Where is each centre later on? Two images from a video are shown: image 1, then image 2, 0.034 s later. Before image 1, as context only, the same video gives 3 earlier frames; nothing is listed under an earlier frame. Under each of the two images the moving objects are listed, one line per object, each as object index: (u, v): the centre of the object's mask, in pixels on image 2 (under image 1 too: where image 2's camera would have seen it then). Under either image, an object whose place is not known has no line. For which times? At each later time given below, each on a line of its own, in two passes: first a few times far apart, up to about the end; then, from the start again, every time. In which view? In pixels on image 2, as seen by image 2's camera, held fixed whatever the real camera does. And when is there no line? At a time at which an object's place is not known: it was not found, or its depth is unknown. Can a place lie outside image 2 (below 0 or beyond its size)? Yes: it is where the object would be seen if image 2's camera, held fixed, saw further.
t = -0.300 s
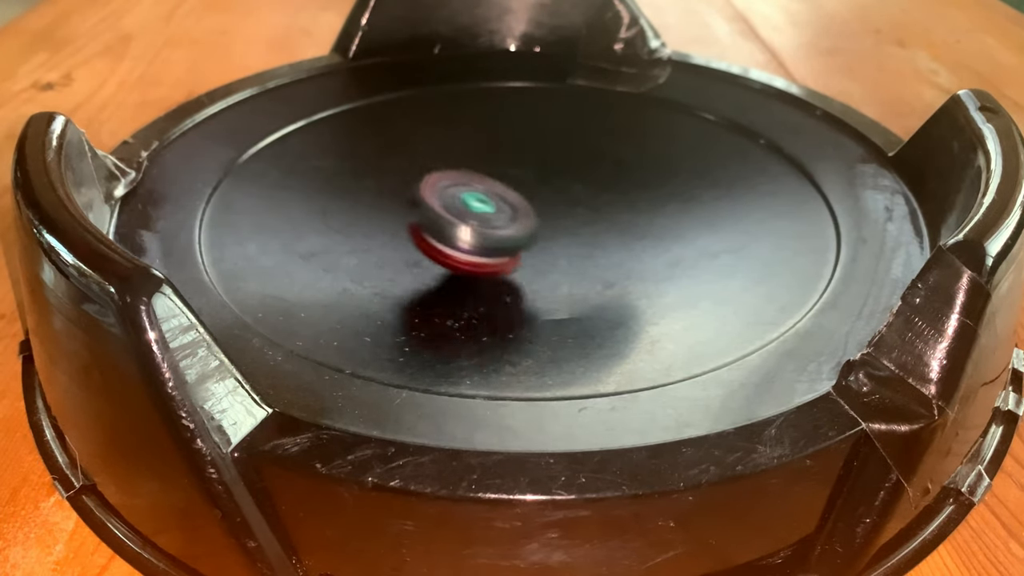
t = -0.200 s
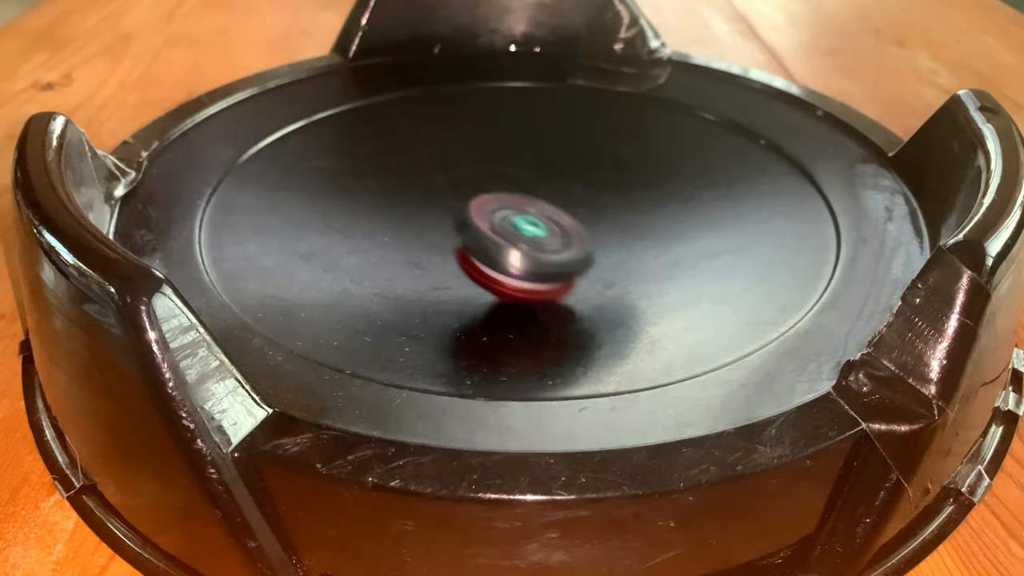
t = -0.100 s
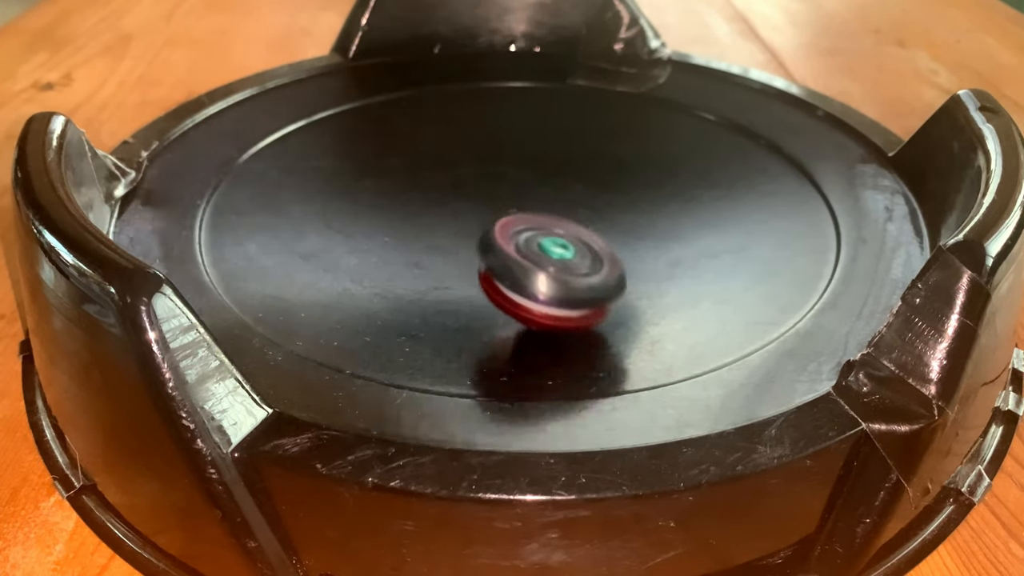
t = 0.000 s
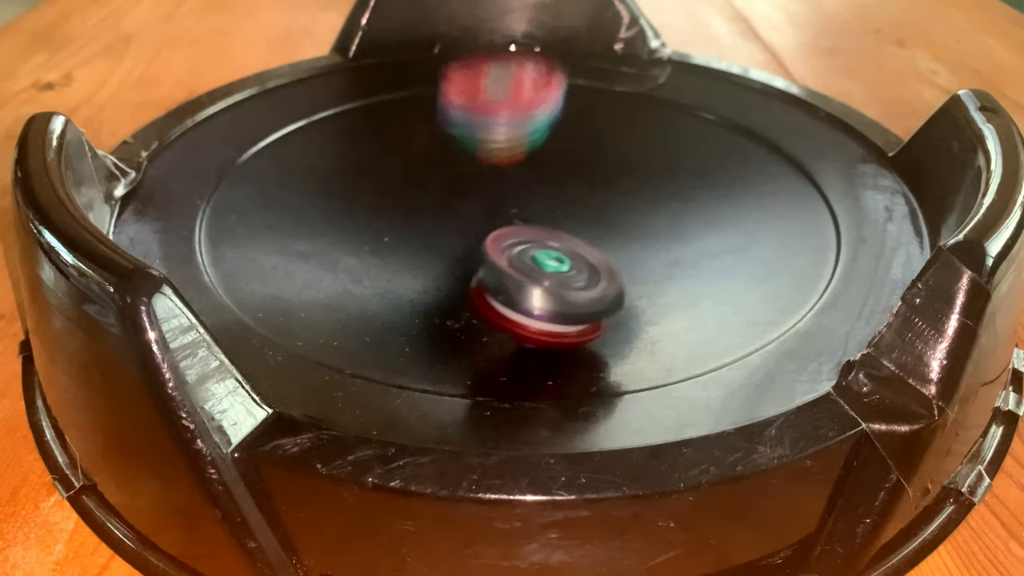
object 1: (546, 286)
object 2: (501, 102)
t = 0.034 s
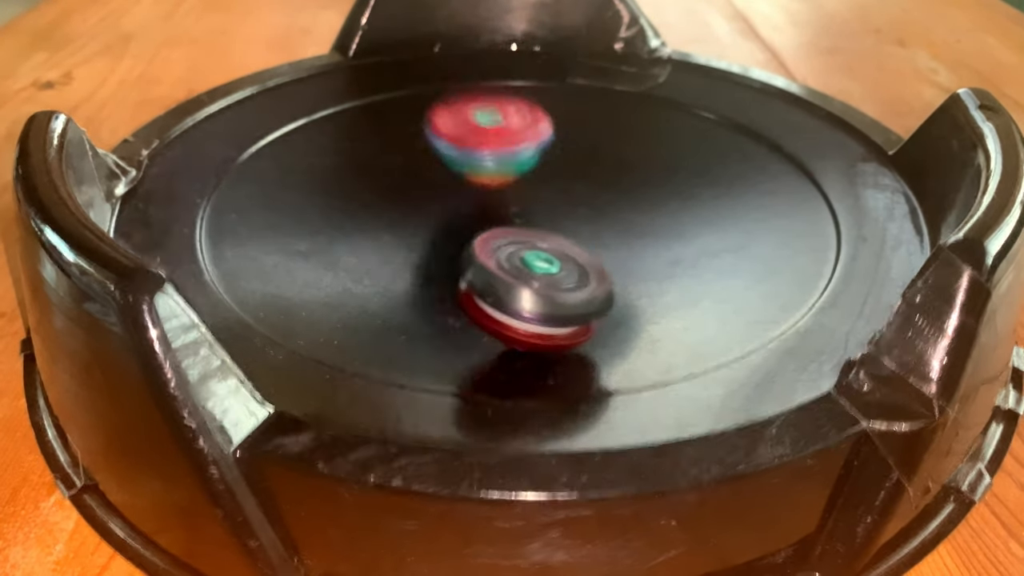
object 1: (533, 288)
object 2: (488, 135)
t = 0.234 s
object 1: (406, 275)
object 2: (399, 194)
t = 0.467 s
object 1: (285, 292)
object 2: (445, 197)
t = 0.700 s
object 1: (392, 246)
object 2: (520, 196)
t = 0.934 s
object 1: (568, 219)
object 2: (539, 107)
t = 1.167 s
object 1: (720, 228)
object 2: (376, 95)
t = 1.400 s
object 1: (671, 287)
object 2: (349, 238)
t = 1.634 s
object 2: (464, 236)
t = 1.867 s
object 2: (542, 120)
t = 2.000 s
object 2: (486, 78)
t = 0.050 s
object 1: (526, 289)
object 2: (481, 124)
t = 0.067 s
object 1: (518, 291)
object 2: (472, 117)
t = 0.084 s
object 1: (510, 290)
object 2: (464, 117)
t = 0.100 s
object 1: (501, 290)
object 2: (455, 122)
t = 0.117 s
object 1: (490, 289)
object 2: (447, 134)
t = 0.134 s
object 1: (480, 288)
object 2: (439, 152)
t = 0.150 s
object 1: (467, 287)
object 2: (432, 173)
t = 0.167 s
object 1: (455, 285)
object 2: (424, 177)
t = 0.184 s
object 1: (443, 283)
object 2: (416, 176)
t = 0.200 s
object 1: (430, 280)
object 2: (409, 181)
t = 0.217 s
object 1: (417, 277)
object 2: (402, 187)
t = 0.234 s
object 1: (406, 275)
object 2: (399, 194)
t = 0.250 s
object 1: (394, 277)
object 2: (397, 193)
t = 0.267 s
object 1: (379, 283)
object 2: (396, 195)
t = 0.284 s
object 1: (366, 289)
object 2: (395, 194)
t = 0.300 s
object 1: (352, 294)
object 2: (395, 195)
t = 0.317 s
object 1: (337, 298)
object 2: (397, 194)
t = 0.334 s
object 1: (326, 293)
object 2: (401, 192)
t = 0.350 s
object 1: (319, 291)
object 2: (405, 192)
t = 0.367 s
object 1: (311, 294)
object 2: (410, 191)
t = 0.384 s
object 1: (302, 296)
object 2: (415, 191)
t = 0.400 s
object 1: (297, 295)
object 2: (421, 192)
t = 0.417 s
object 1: (292, 295)
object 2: (427, 193)
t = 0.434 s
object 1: (288, 294)
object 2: (433, 194)
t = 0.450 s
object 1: (286, 293)
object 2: (439, 196)
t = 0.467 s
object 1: (285, 292)
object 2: (445, 197)
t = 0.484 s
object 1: (284, 291)
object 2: (450, 199)
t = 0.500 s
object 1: (285, 290)
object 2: (455, 200)
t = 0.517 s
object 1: (288, 287)
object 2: (460, 202)
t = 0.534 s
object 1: (292, 285)
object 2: (464, 203)
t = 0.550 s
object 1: (297, 283)
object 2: (469, 205)
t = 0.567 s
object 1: (303, 282)
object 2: (474, 206)
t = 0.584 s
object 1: (312, 279)
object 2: (480, 206)
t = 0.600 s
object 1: (320, 275)
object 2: (486, 206)
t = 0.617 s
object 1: (331, 270)
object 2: (492, 206)
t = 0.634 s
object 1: (342, 265)
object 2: (498, 205)
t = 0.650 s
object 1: (353, 261)
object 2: (504, 204)
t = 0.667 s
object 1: (365, 256)
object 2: (510, 202)
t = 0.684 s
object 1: (378, 251)
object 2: (516, 199)
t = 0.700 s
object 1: (392, 246)
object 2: (520, 196)
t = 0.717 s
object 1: (407, 242)
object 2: (525, 193)
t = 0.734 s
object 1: (424, 238)
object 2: (529, 189)
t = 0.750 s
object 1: (437, 234)
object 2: (533, 184)
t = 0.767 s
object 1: (450, 231)
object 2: (538, 177)
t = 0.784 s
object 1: (458, 229)
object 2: (544, 169)
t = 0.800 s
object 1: (468, 229)
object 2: (549, 162)
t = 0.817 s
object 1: (479, 227)
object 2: (553, 154)
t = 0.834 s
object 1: (491, 225)
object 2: (555, 146)
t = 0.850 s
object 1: (503, 225)
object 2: (555, 138)
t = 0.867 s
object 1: (516, 223)
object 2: (554, 131)
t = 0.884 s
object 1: (529, 222)
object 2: (553, 124)
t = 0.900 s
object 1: (542, 222)
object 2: (549, 118)
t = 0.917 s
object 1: (554, 221)
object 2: (545, 112)
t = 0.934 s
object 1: (568, 219)
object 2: (539, 107)
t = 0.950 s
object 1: (581, 219)
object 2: (532, 103)
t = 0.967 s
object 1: (596, 219)
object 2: (524, 98)
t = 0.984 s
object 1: (611, 218)
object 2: (516, 95)
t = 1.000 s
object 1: (625, 218)
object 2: (506, 92)
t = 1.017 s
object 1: (638, 217)
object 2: (495, 90)
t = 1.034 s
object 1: (649, 218)
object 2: (484, 88)
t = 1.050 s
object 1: (663, 218)
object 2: (472, 87)
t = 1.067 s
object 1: (674, 218)
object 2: (459, 86)
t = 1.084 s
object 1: (683, 219)
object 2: (445, 86)
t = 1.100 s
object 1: (693, 220)
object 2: (431, 86)
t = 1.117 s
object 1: (701, 222)
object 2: (418, 88)
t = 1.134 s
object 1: (709, 223)
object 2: (404, 89)
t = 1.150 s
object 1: (715, 226)
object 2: (390, 92)
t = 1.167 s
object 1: (720, 228)
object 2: (376, 95)
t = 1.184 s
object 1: (725, 231)
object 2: (363, 99)
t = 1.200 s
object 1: (728, 234)
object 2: (350, 104)
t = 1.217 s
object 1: (729, 237)
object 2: (338, 110)
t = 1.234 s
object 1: (730, 242)
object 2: (327, 118)
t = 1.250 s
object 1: (730, 246)
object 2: (317, 126)
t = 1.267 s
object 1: (727, 250)
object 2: (308, 136)
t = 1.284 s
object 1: (725, 255)
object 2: (302, 147)
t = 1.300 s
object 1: (721, 259)
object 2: (300, 158)
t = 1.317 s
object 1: (715, 264)
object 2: (300, 171)
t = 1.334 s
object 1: (709, 269)
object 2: (303, 184)
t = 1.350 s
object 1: (702, 273)
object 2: (309, 197)
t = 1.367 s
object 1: (693, 278)
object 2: (318, 211)
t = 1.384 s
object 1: (683, 282)
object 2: (332, 225)
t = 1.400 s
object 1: (671, 287)
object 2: (349, 238)
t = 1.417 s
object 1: (658, 290)
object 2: (371, 251)
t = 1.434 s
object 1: (644, 294)
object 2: (396, 261)
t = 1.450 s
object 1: (629, 296)
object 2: (424, 271)
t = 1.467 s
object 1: (620, 298)
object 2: (449, 278)
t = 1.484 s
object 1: (646, 303)
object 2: (447, 276)
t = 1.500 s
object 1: (682, 307)
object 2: (441, 274)
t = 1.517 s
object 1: (709, 303)
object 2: (436, 271)
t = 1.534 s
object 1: (729, 296)
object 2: (434, 267)
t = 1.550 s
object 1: (749, 295)
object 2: (434, 263)
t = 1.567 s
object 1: (764, 300)
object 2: (437, 258)
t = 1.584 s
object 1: (784, 297)
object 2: (441, 254)
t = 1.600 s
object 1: (796, 294)
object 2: (448, 248)
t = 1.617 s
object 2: (454, 242)
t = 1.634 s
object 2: (464, 236)
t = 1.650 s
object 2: (473, 230)
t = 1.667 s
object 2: (484, 223)
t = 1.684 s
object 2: (495, 216)
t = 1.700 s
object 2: (506, 208)
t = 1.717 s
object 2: (516, 200)
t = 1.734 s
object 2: (524, 191)
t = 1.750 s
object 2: (531, 183)
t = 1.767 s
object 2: (537, 173)
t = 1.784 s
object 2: (541, 163)
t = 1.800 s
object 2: (544, 154)
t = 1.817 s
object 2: (546, 146)
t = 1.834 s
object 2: (546, 137)
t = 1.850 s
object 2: (545, 128)
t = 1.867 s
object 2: (542, 120)
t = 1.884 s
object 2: (539, 113)
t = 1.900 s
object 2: (534, 105)
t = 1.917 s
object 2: (529, 99)
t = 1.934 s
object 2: (522, 94)
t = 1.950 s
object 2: (514, 88)
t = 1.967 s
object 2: (505, 84)
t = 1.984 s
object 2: (496, 81)
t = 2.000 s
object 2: (486, 78)
